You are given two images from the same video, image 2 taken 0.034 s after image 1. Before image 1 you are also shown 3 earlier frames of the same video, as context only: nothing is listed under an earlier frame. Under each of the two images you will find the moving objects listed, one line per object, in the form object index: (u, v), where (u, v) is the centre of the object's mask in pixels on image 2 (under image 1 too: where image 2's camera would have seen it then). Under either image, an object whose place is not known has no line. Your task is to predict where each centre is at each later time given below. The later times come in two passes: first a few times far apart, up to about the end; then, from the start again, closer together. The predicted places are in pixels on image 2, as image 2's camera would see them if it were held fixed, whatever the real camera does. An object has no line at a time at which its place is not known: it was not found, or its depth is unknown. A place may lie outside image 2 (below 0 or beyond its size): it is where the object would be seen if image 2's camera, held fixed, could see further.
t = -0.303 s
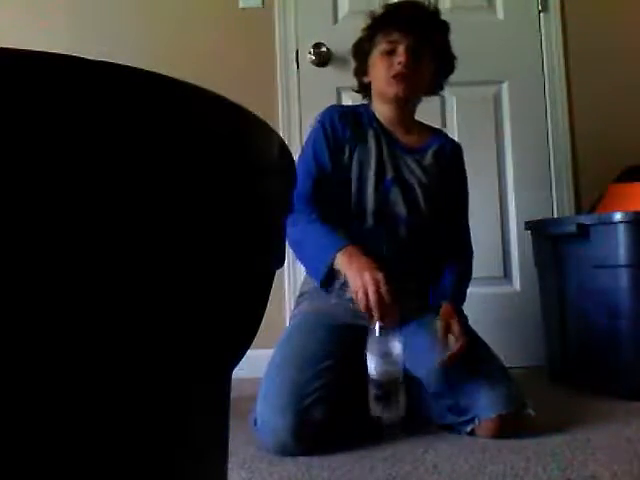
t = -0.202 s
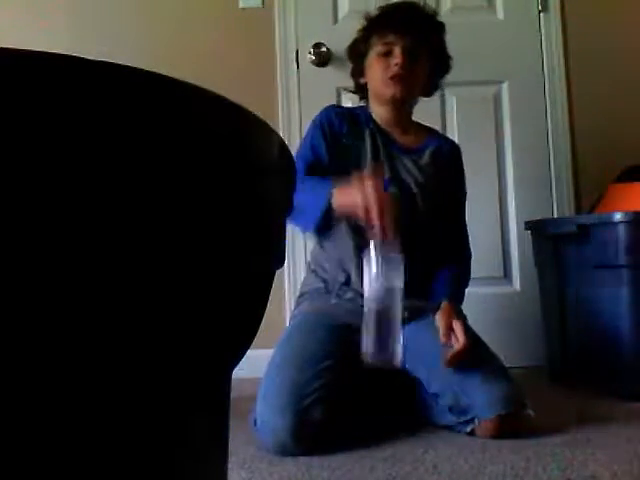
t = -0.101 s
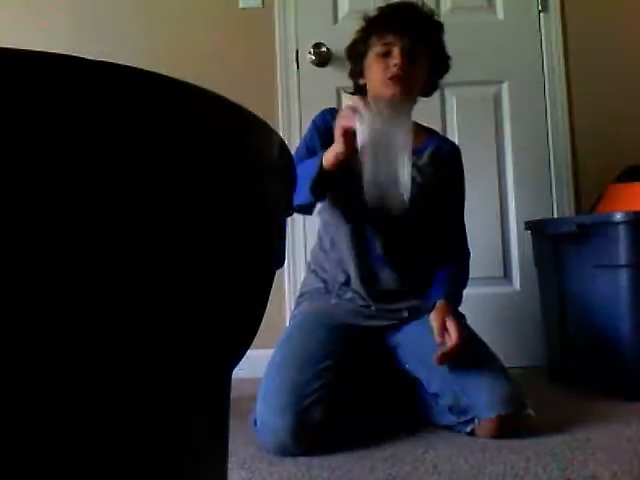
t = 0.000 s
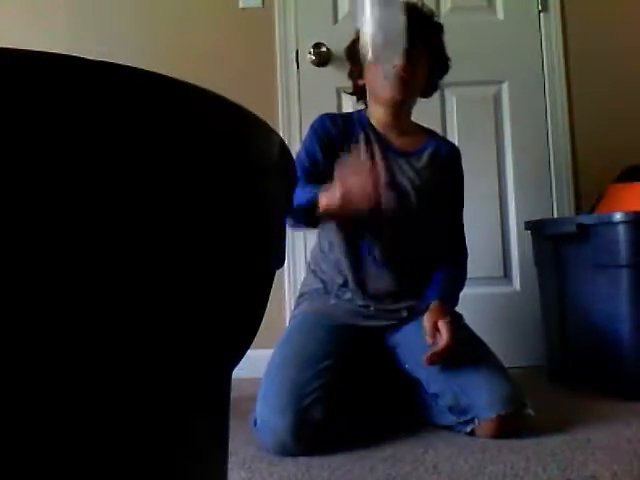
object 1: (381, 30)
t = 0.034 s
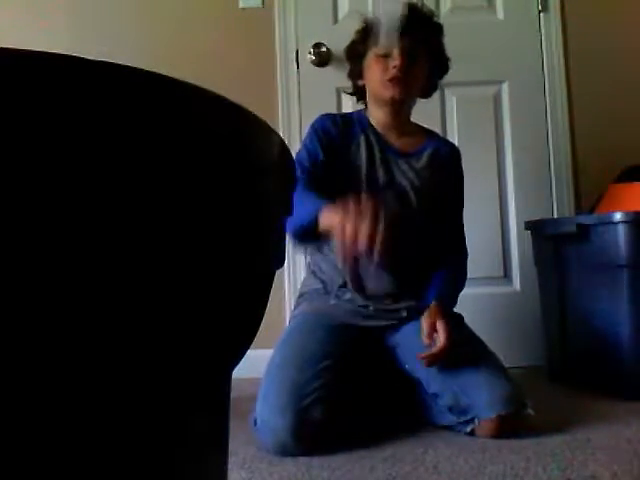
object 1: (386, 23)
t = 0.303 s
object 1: (376, 30)
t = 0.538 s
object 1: (392, 378)
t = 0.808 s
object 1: (367, 449)
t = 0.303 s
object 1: (376, 30)
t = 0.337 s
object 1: (381, 48)
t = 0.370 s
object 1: (382, 81)
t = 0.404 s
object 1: (382, 133)
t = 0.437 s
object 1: (385, 187)
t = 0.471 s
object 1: (387, 242)
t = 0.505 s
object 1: (390, 311)
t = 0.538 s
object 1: (392, 378)
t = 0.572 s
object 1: (391, 431)
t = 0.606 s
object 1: (389, 438)
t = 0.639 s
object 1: (388, 449)
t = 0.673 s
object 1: (381, 453)
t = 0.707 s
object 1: (376, 448)
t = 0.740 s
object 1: (373, 447)
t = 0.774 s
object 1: (371, 449)
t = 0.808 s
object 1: (367, 449)
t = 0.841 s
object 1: (360, 448)
